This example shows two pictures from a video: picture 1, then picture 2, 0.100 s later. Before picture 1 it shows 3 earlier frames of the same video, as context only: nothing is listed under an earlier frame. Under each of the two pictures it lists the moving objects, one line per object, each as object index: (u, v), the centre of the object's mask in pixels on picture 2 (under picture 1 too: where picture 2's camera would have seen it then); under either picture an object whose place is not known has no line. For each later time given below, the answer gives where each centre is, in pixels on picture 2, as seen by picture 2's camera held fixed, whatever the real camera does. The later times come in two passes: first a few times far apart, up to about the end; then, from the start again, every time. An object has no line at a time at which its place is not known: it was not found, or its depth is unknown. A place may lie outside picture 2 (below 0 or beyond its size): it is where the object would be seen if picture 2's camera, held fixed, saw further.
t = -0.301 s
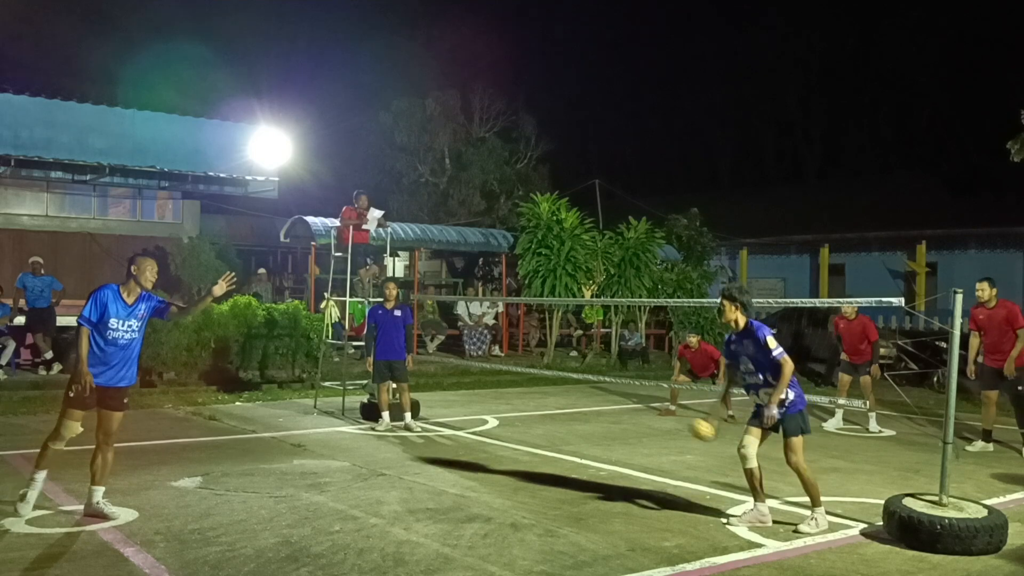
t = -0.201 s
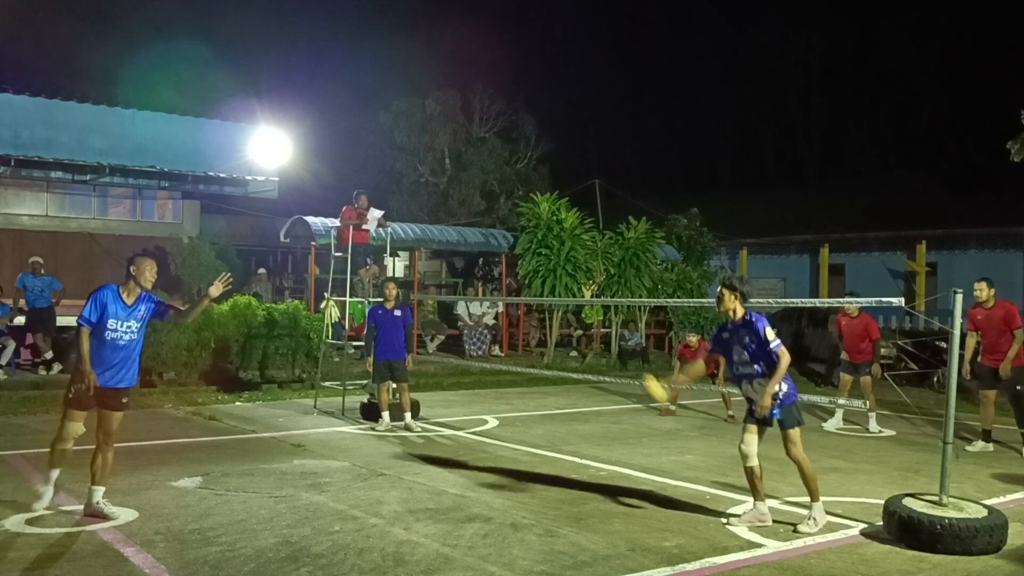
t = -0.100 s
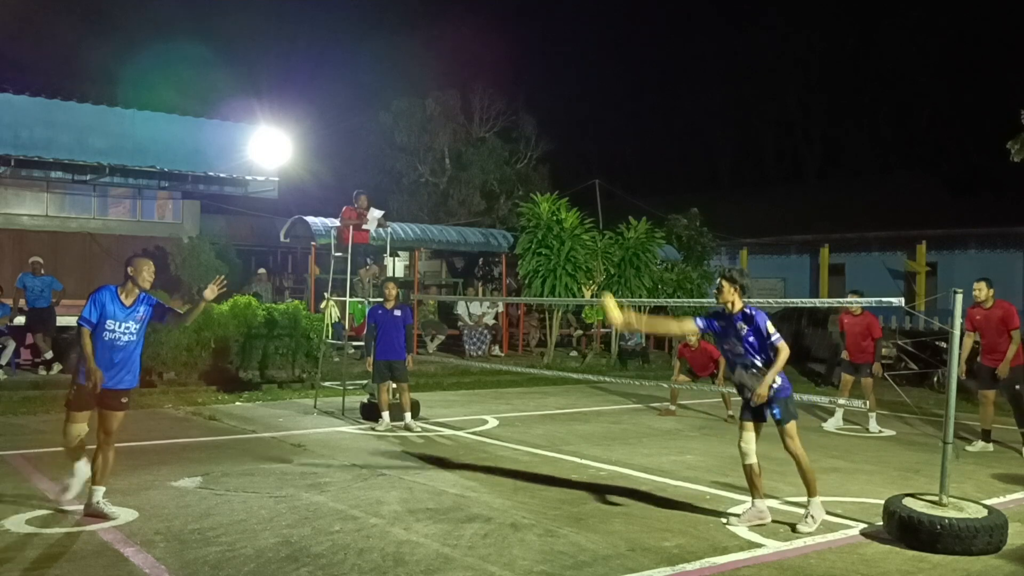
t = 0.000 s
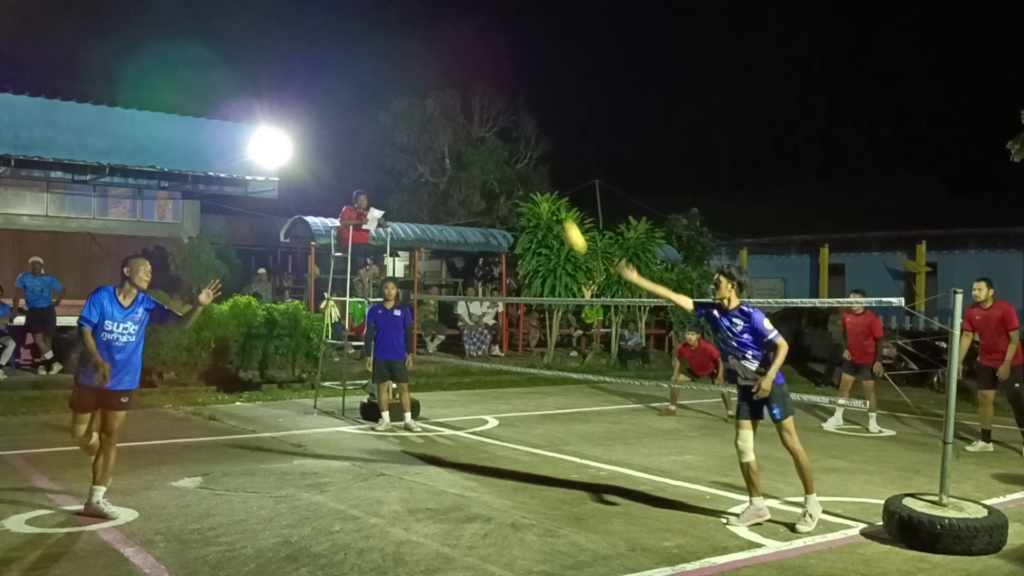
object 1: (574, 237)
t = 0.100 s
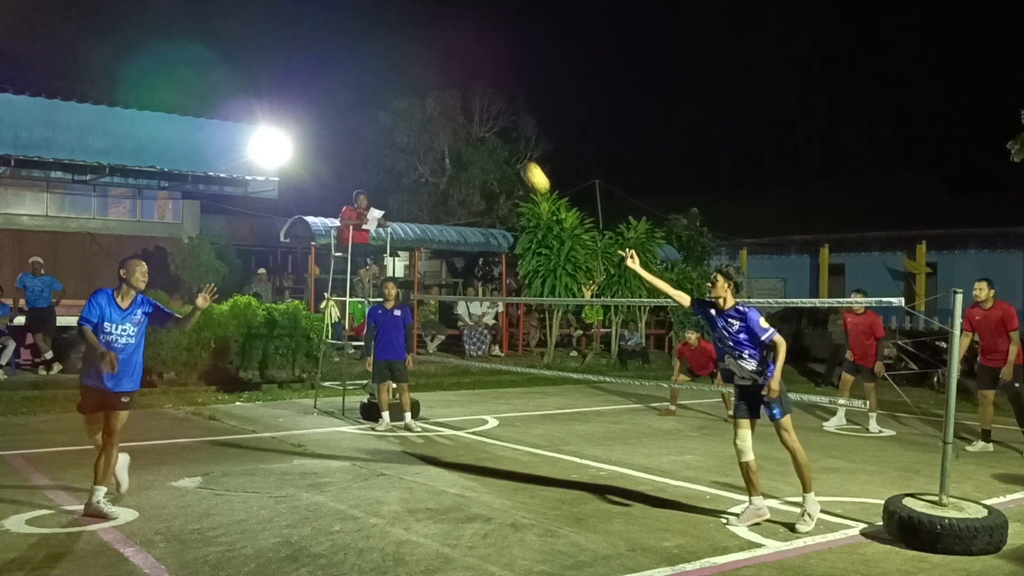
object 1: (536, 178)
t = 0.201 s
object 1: (498, 131)
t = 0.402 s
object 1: (421, 82)
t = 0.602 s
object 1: (344, 91)
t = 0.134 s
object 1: (523, 161)
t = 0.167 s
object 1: (509, 145)
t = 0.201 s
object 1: (498, 131)
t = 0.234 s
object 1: (485, 119)
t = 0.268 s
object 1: (473, 109)
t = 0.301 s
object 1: (459, 99)
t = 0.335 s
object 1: (447, 93)
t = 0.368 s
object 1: (434, 87)
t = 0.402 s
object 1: (421, 82)
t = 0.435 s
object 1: (408, 80)
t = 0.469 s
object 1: (395, 79)
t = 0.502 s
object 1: (382, 79)
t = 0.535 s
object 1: (370, 81)
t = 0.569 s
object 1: (357, 85)
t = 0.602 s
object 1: (344, 91)
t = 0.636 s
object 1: (331, 98)
